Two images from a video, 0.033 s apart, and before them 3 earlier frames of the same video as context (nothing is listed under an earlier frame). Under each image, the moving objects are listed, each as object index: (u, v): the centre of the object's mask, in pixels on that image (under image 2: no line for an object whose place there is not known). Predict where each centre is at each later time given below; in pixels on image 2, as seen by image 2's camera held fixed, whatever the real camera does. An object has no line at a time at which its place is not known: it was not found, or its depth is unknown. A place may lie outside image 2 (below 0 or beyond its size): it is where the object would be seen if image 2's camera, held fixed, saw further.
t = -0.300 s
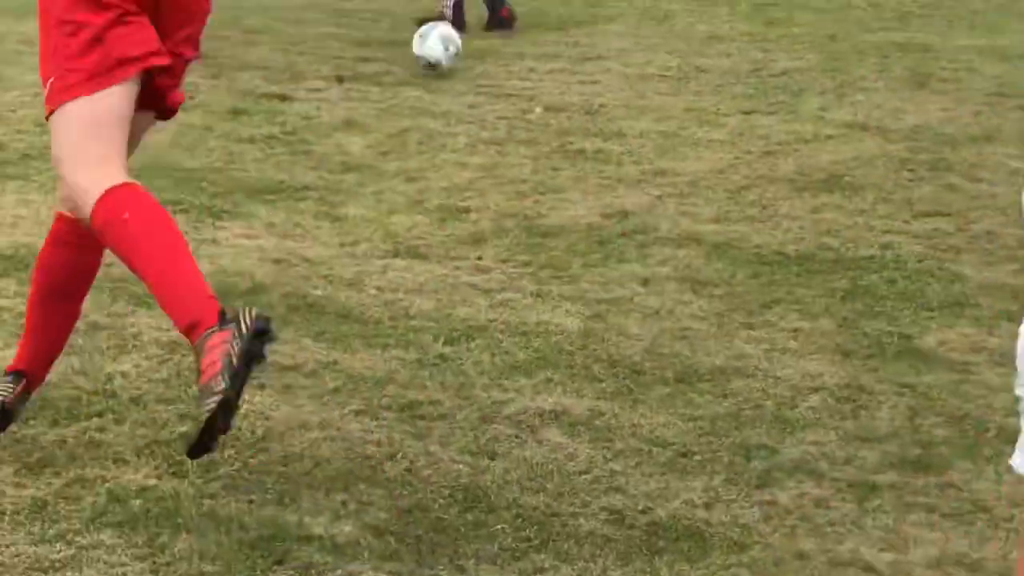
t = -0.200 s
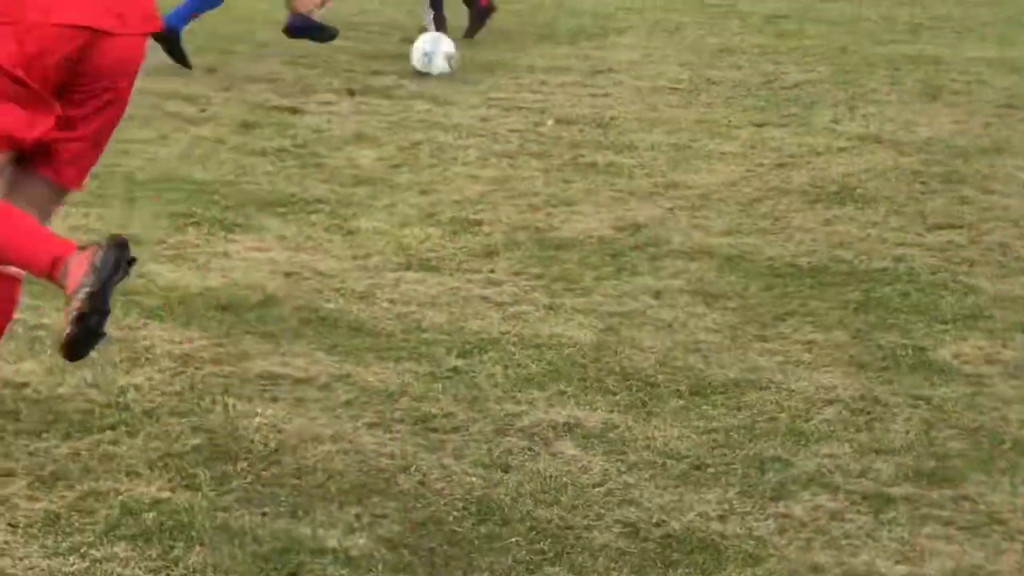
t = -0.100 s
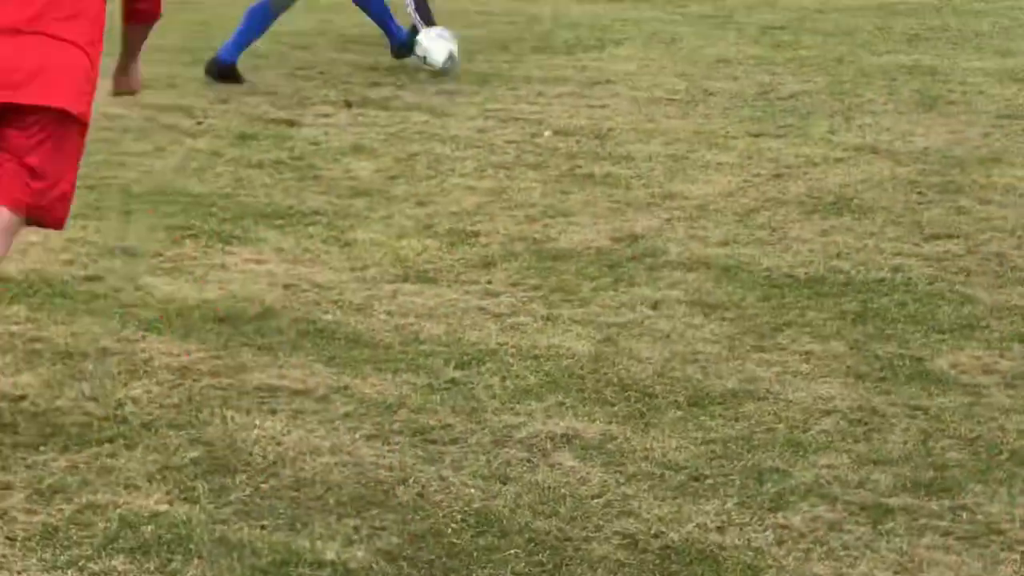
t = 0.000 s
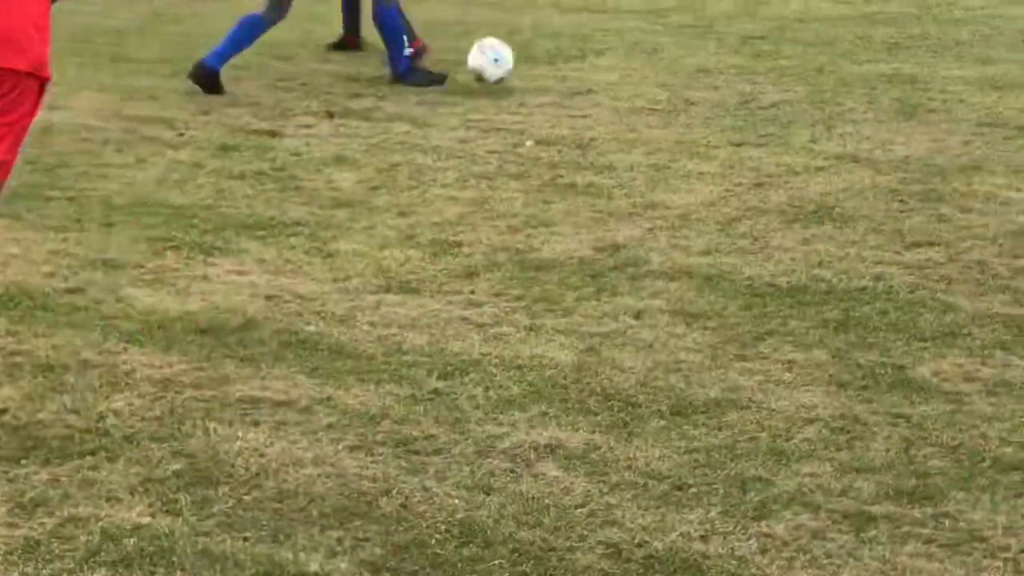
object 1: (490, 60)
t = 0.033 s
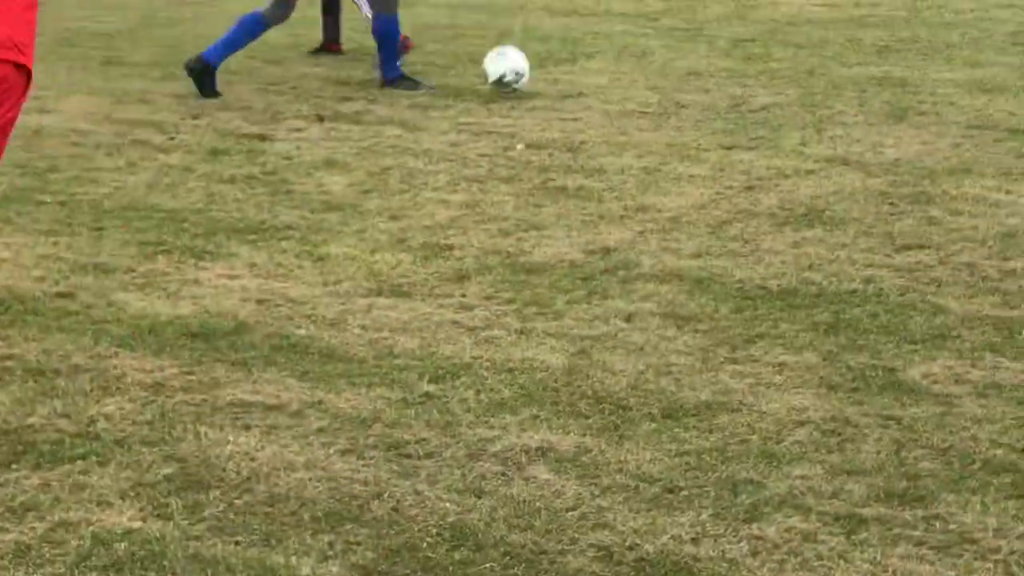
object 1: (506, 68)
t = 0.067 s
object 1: (529, 76)
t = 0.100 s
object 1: (555, 85)
